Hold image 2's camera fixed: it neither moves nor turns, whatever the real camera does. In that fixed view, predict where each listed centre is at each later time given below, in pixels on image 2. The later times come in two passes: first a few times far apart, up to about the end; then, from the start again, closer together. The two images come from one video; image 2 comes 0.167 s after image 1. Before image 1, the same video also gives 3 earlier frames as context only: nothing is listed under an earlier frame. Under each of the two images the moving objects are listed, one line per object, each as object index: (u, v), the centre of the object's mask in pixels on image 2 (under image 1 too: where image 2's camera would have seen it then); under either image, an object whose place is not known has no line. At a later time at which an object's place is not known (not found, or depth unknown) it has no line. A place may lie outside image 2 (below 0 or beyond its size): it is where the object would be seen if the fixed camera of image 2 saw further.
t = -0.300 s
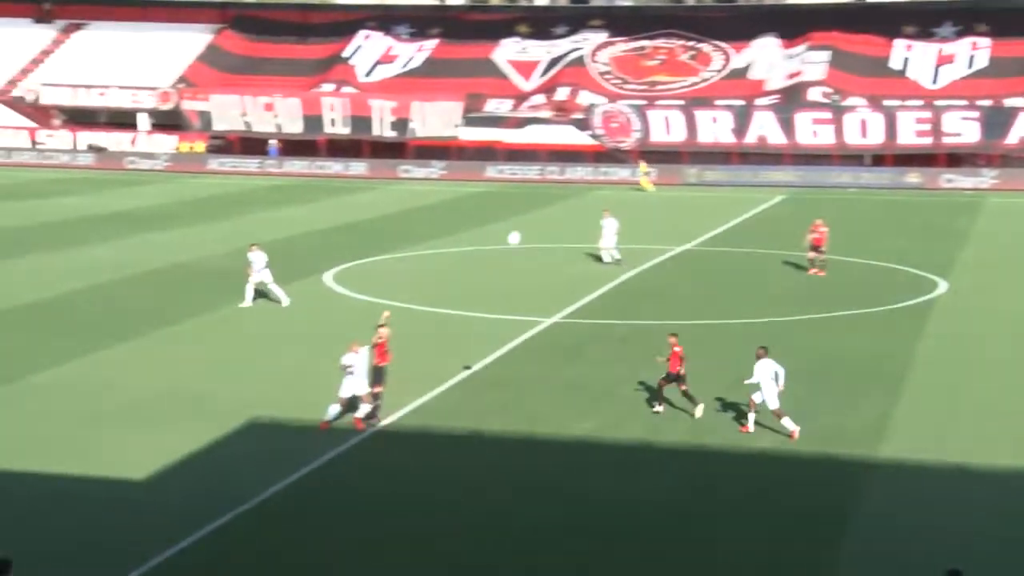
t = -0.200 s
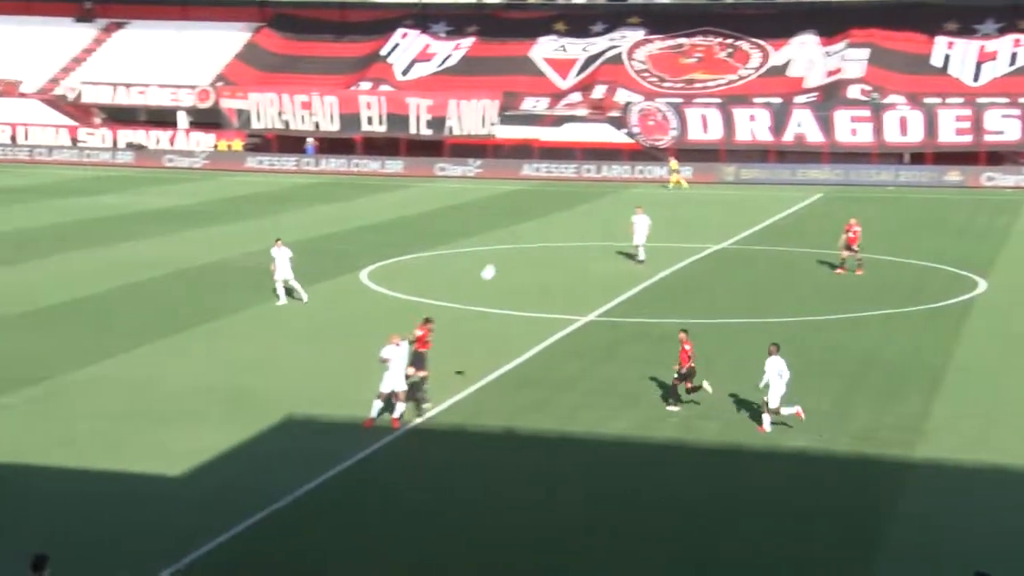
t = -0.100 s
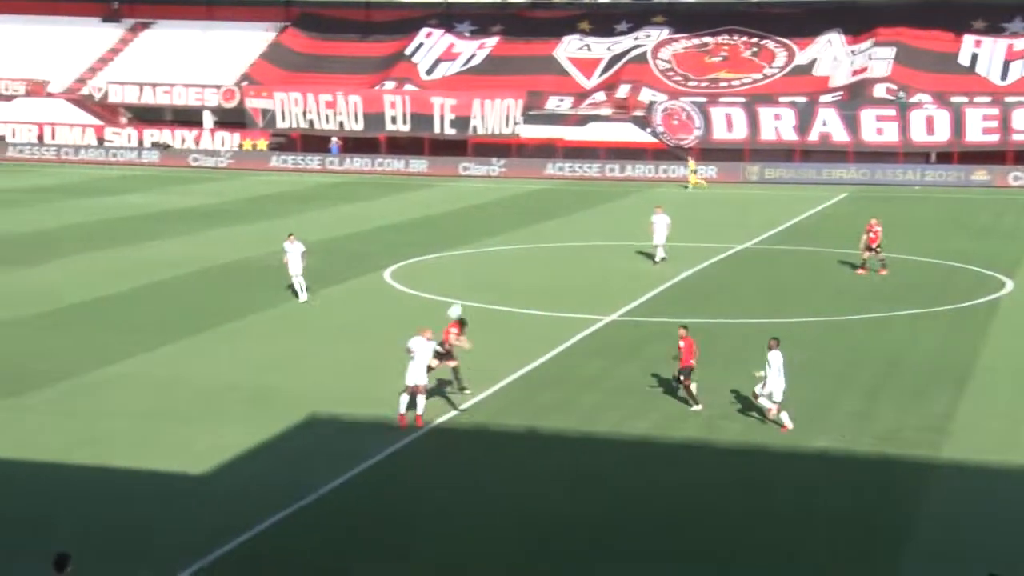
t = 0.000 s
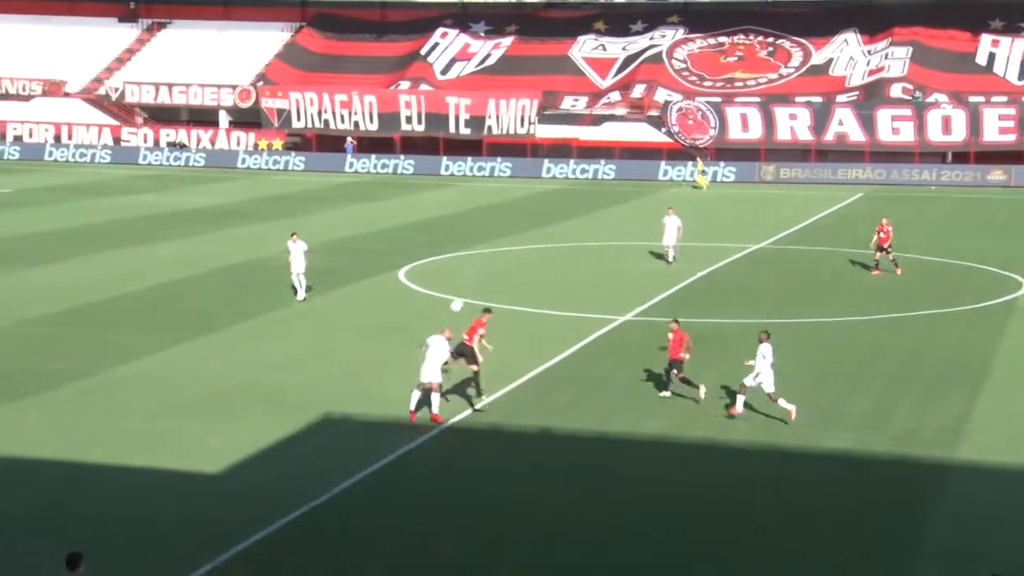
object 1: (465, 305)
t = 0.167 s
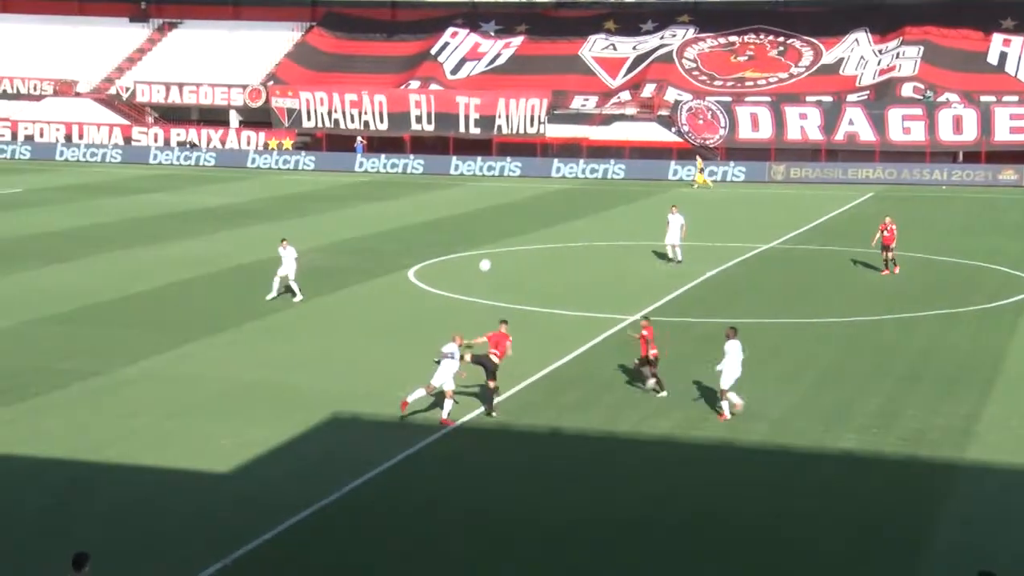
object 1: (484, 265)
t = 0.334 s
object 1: (501, 245)
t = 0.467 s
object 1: (513, 242)
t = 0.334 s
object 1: (501, 245)
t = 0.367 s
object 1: (504, 244)
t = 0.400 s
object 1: (507, 242)
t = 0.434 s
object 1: (510, 242)
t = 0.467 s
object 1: (513, 242)
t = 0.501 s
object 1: (516, 242)
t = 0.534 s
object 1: (518, 243)
